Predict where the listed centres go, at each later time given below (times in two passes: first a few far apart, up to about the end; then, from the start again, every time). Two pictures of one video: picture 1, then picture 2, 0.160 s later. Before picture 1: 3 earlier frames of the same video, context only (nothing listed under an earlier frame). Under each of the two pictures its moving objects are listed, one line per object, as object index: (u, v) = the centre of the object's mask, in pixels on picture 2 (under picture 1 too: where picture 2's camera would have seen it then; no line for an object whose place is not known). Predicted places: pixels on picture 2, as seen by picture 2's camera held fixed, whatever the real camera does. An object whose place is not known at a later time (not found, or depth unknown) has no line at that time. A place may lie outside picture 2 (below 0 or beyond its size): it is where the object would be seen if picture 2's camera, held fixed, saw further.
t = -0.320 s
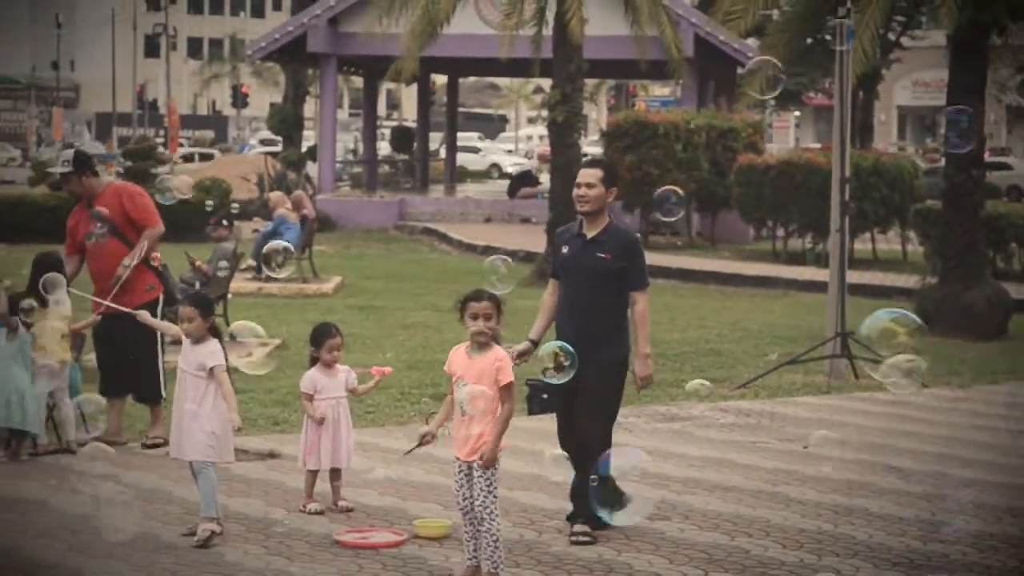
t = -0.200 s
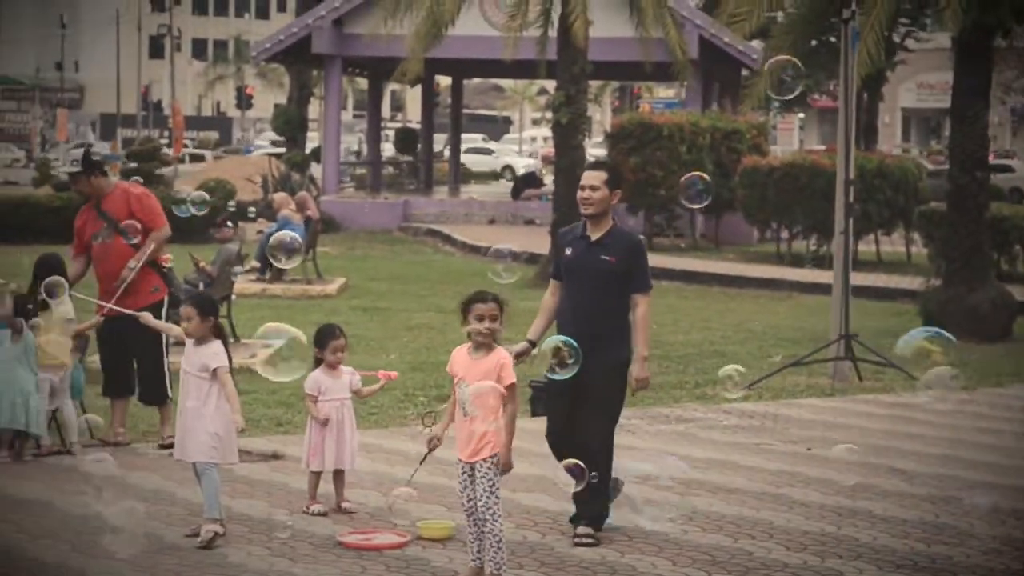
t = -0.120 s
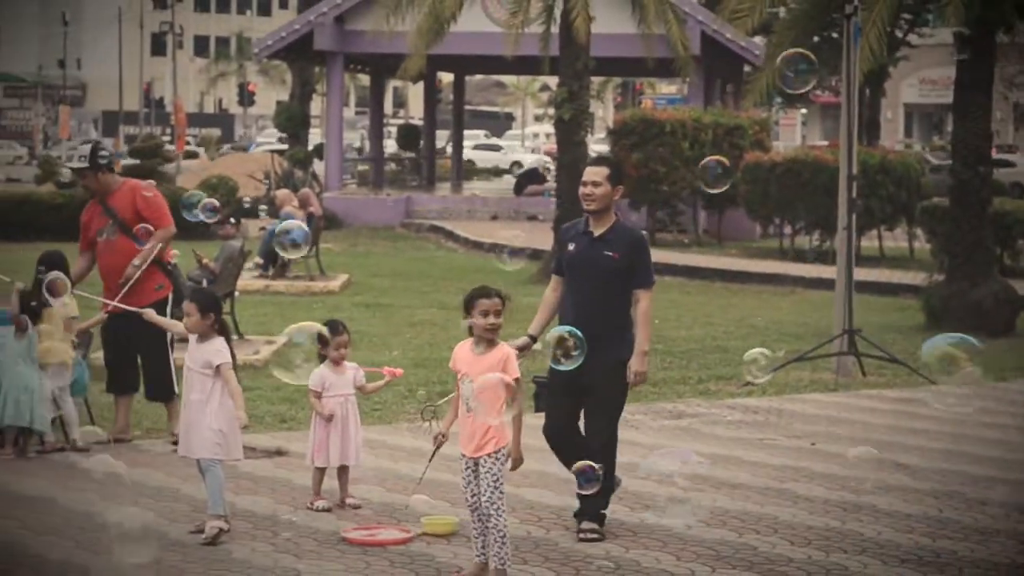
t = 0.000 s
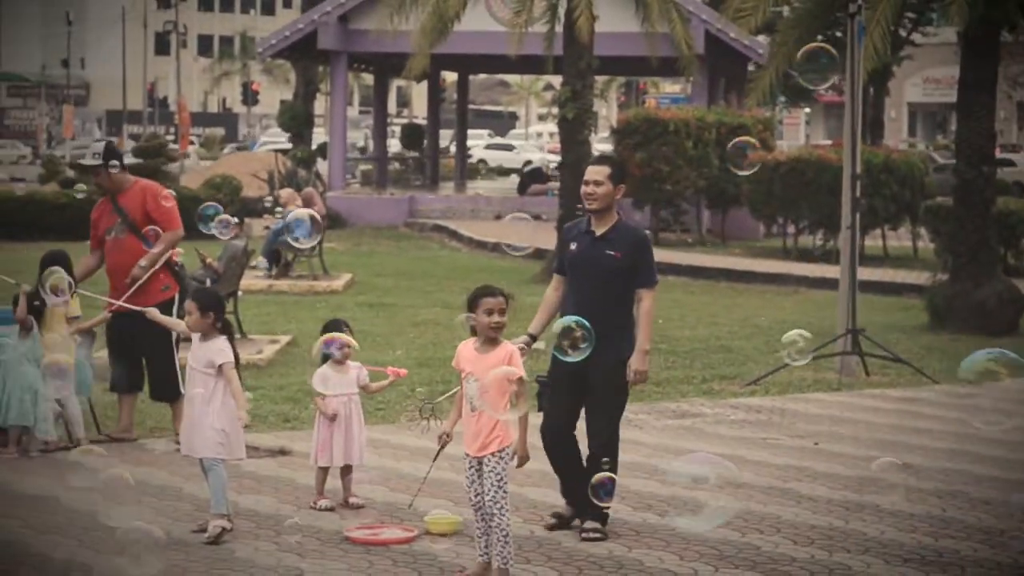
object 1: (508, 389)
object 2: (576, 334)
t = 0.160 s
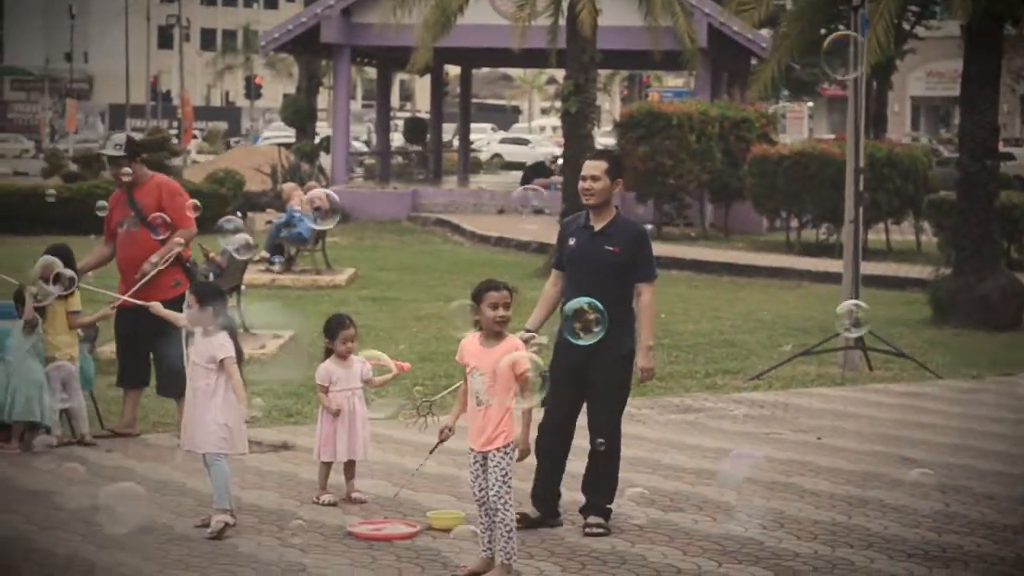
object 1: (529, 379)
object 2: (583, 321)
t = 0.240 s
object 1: (534, 375)
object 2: (591, 315)
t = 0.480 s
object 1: (548, 351)
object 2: (617, 297)
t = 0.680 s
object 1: (554, 325)
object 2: (656, 281)
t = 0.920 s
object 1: (565, 287)
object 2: (714, 268)
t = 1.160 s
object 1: (589, 237)
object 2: (795, 261)
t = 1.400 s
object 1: (629, 172)
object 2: (889, 252)
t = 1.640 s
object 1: (714, 92)
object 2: (993, 244)
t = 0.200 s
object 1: (533, 378)
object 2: (587, 318)
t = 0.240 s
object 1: (534, 375)
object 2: (591, 315)
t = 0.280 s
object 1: (538, 373)
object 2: (594, 312)
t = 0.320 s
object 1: (541, 368)
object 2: (599, 309)
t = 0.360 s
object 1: (542, 366)
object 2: (603, 306)
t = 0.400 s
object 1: (544, 360)
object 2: (607, 303)
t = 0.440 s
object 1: (547, 355)
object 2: (612, 300)
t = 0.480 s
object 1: (548, 351)
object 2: (617, 297)
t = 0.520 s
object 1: (550, 346)
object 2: (624, 294)
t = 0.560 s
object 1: (551, 341)
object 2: (631, 291)
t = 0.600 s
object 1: (553, 336)
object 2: (639, 288)
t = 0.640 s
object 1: (553, 330)
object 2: (646, 284)
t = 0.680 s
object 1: (554, 325)
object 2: (656, 281)
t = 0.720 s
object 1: (555, 319)
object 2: (661, 279)
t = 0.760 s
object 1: (556, 313)
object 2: (672, 276)
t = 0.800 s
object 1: (557, 308)
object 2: (681, 274)
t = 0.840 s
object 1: (558, 302)
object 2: (690, 272)
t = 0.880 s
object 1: (560, 296)
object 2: (700, 270)
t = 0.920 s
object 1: (565, 287)
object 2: (714, 268)
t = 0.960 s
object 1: (566, 280)
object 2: (725, 267)
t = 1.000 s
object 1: (566, 272)
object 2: (739, 266)
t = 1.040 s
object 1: (573, 264)
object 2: (752, 264)
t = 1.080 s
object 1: (579, 256)
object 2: (765, 263)
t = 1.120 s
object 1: (584, 247)
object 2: (781, 261)
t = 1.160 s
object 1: (589, 237)
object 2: (795, 261)
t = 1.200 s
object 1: (592, 227)
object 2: (812, 259)
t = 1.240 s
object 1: (601, 216)
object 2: (824, 258)
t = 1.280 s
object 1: (603, 206)
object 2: (840, 256)
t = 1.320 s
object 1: (610, 194)
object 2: (859, 254)
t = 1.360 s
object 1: (619, 183)
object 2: (874, 253)
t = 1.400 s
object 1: (629, 172)
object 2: (889, 252)
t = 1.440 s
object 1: (650, 160)
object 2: (909, 250)
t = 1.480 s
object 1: (658, 148)
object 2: (928, 249)
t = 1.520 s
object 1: (666, 136)
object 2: (946, 247)
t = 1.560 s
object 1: (679, 122)
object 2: (964, 246)
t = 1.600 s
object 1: (696, 108)
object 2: (975, 244)
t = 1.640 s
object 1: (714, 92)
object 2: (993, 244)
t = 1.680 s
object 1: (733, 77)
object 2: (1015, 241)
